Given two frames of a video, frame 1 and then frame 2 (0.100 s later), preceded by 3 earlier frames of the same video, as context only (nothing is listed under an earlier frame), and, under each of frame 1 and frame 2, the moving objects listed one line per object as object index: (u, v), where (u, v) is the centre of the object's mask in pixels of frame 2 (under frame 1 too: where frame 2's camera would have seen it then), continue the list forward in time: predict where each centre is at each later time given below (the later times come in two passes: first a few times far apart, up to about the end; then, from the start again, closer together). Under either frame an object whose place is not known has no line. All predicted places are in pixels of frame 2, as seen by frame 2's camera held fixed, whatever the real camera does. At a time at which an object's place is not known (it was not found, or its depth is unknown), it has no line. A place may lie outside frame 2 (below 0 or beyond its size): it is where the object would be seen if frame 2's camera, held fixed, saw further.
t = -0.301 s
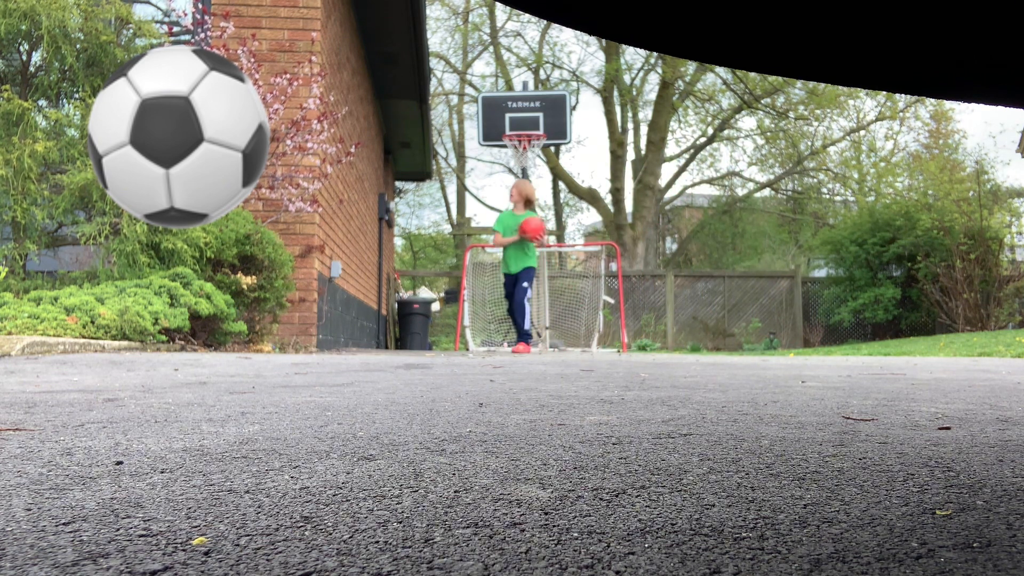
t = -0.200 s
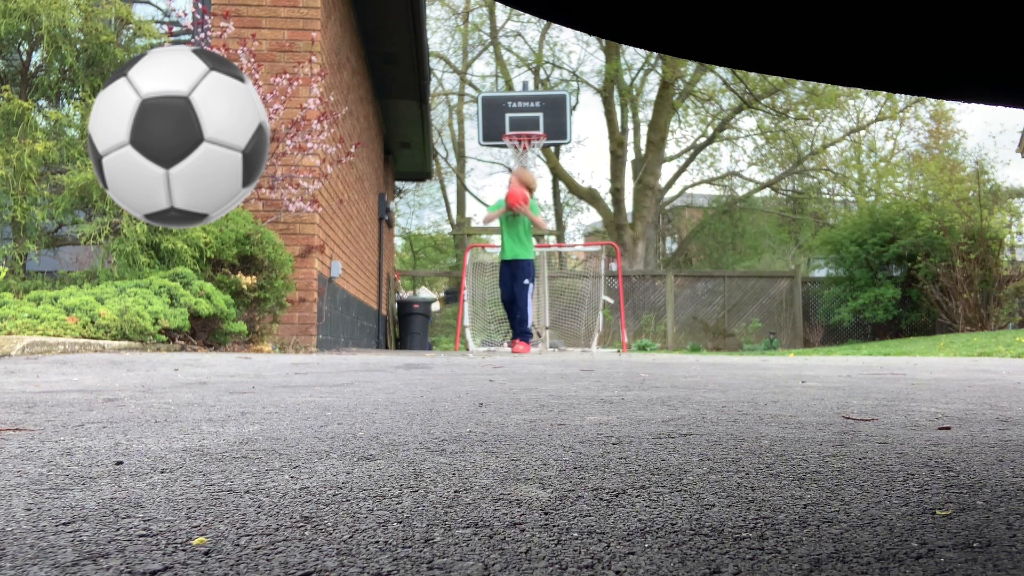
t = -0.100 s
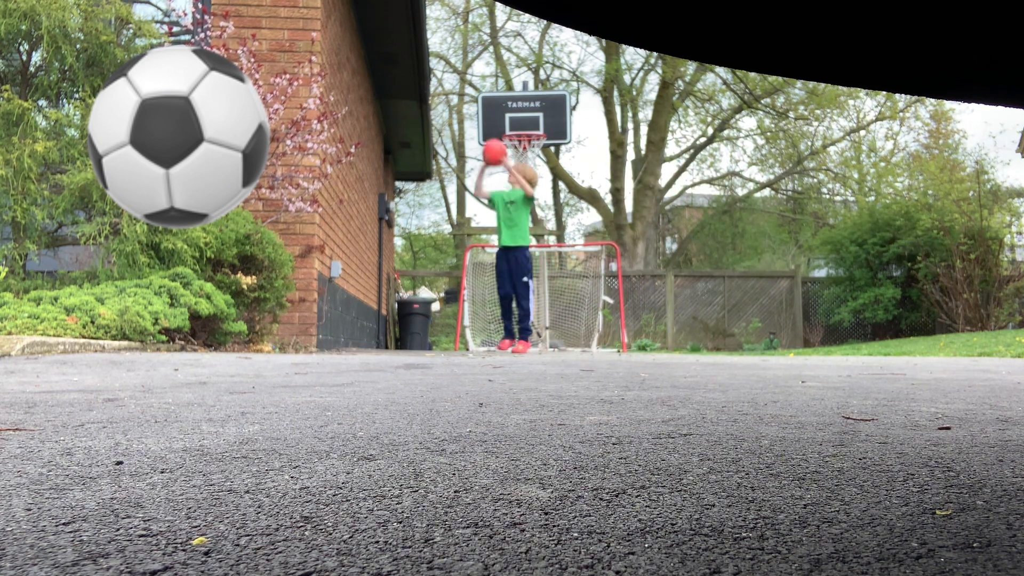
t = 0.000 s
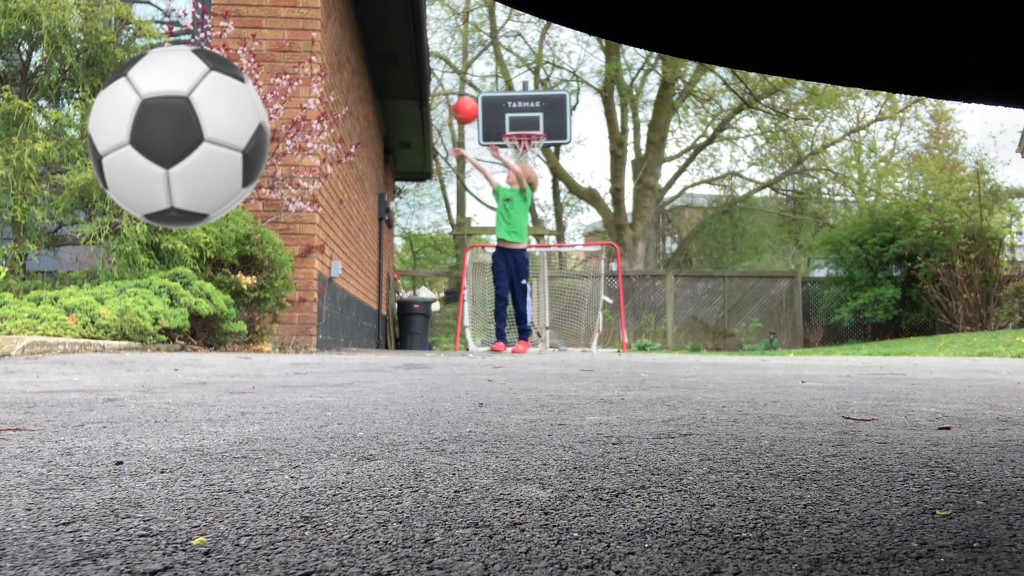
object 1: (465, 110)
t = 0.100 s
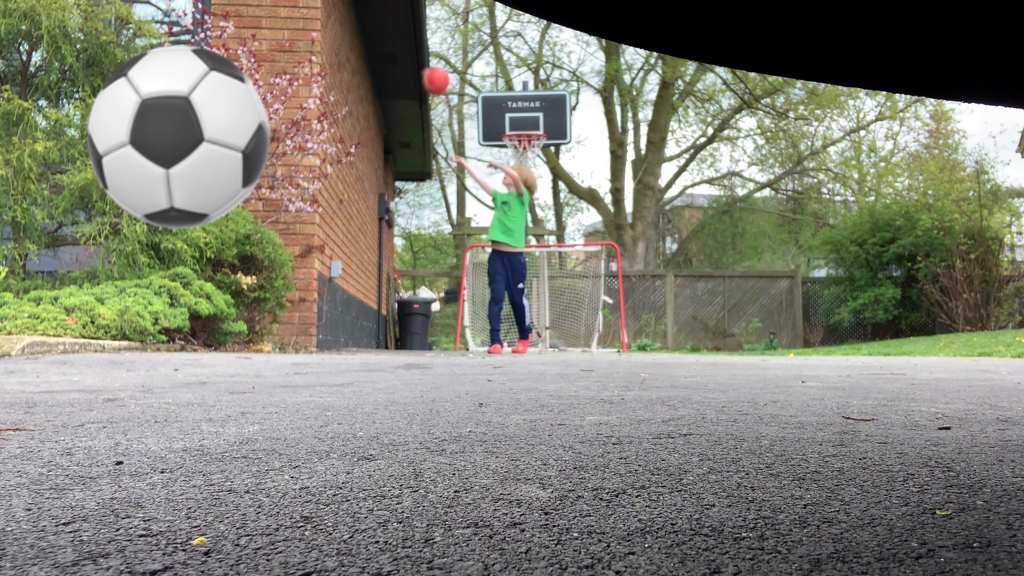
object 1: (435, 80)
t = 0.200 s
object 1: (406, 62)
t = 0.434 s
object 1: (349, 70)
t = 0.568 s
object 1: (381, 106)
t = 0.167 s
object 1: (416, 67)
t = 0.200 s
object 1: (406, 62)
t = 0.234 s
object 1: (396, 59)
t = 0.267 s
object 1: (385, 57)
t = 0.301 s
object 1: (375, 57)
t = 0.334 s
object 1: (365, 58)
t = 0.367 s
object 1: (354, 61)
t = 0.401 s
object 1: (343, 65)
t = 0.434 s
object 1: (349, 70)
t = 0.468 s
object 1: (358, 77)
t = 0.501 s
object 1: (365, 85)
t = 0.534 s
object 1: (373, 95)
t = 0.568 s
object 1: (381, 106)
